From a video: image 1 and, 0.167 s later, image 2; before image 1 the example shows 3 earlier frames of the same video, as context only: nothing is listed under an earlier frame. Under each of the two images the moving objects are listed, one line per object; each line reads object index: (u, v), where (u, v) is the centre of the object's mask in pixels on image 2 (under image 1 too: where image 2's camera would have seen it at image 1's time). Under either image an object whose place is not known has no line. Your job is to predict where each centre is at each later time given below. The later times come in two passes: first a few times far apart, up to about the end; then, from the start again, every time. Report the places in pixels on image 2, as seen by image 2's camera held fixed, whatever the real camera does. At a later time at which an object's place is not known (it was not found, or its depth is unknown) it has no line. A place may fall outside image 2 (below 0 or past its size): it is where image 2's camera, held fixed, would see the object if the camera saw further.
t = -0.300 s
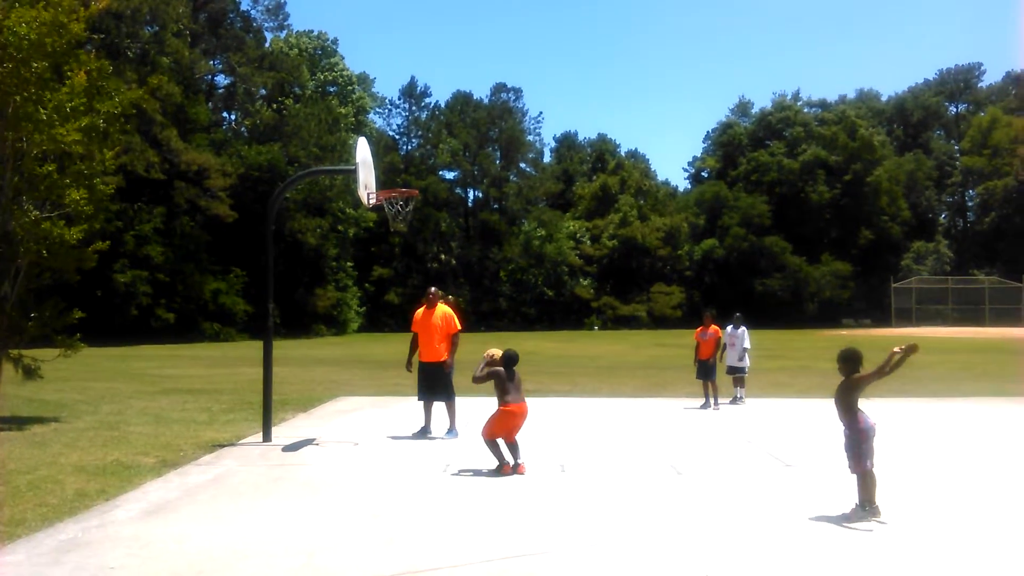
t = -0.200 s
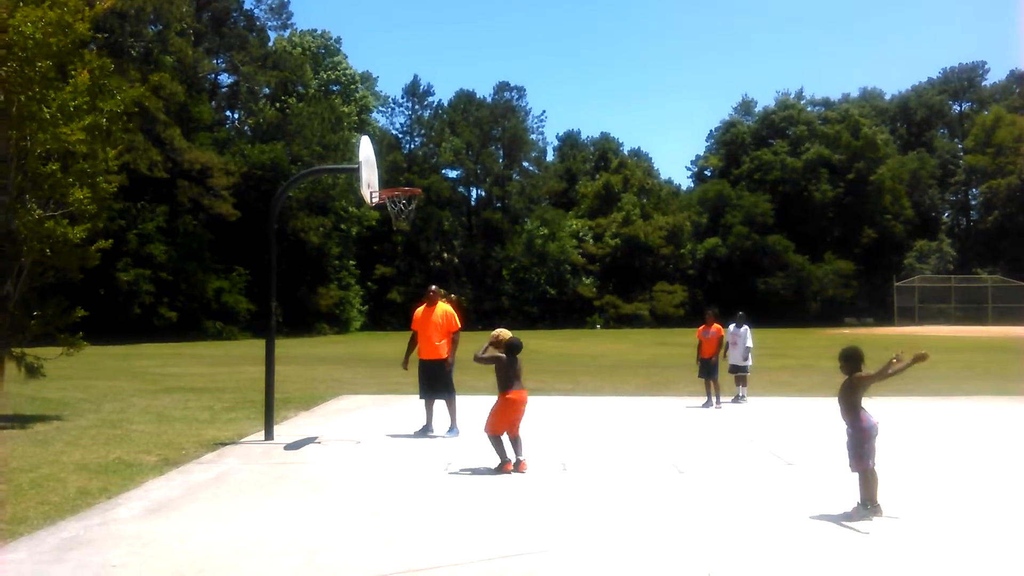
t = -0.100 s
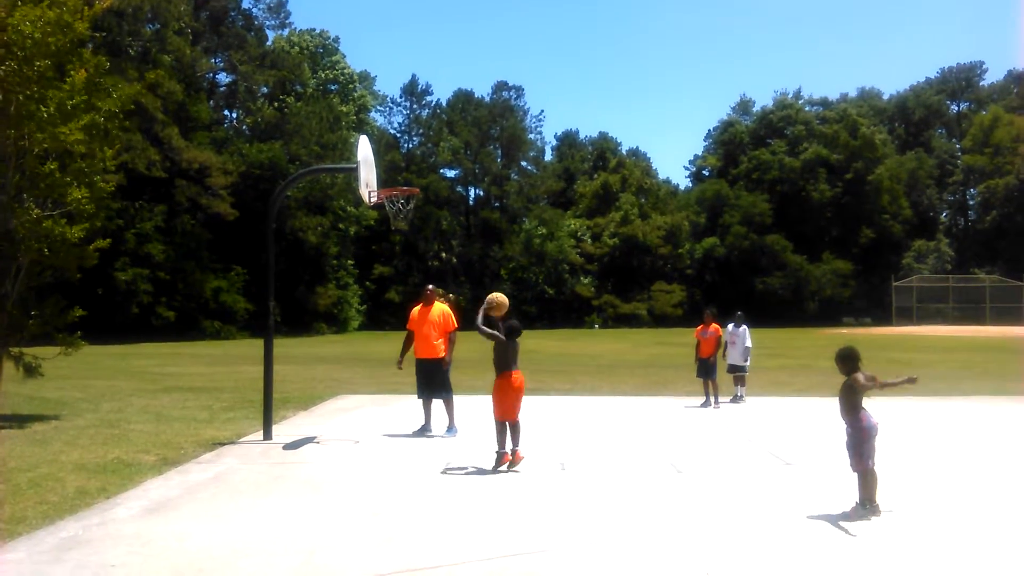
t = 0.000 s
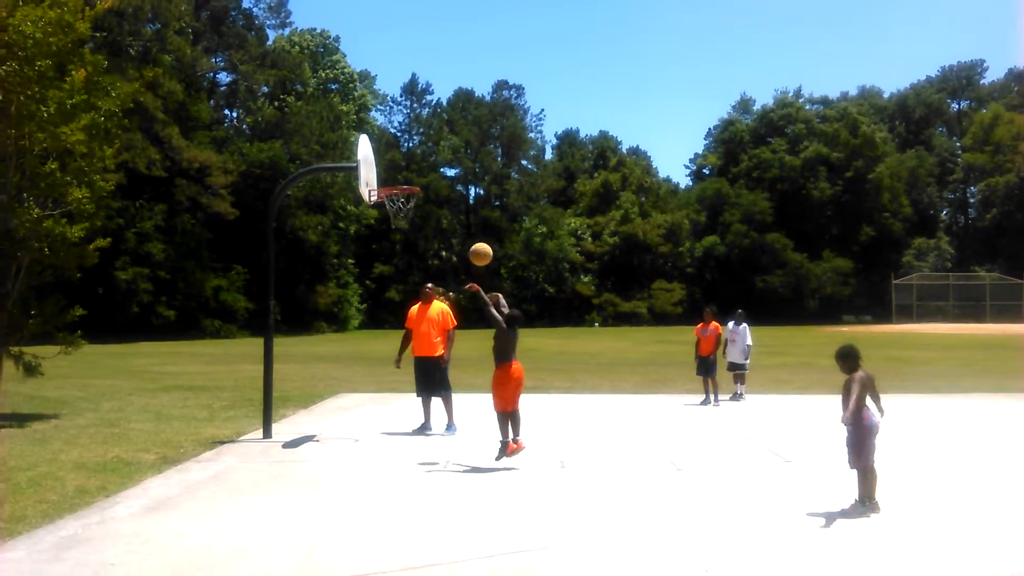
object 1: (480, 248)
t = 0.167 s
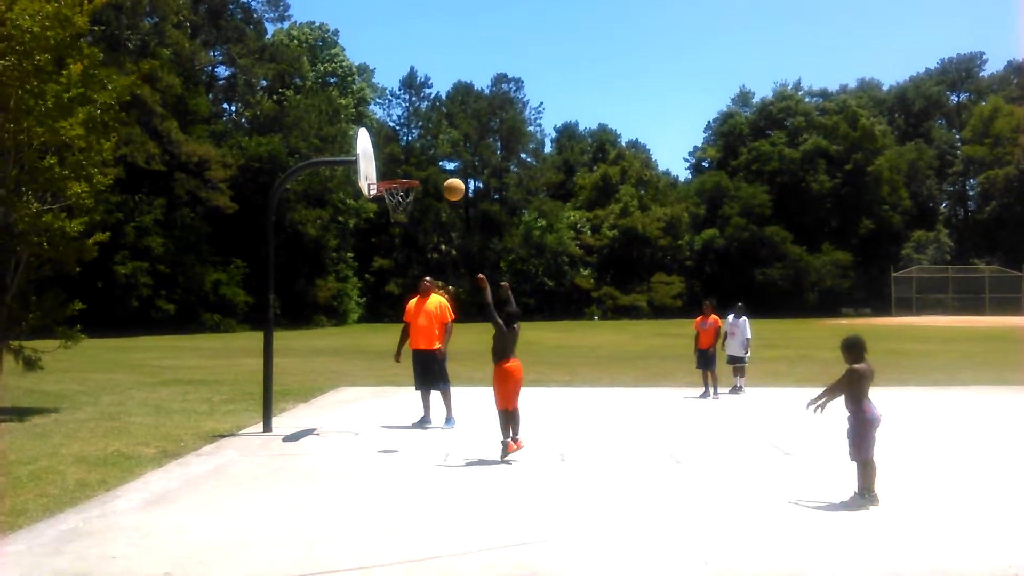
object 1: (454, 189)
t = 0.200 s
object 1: (449, 181)
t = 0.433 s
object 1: (415, 150)
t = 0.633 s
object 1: (390, 160)
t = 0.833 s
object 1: (378, 162)
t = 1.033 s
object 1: (386, 162)
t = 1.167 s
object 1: (391, 176)
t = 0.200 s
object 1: (449, 181)
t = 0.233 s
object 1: (443, 173)
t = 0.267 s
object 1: (438, 167)
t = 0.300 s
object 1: (434, 162)
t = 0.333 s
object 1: (430, 157)
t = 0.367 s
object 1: (425, 154)
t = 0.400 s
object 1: (420, 152)
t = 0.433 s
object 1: (415, 150)
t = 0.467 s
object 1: (411, 150)
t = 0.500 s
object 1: (407, 150)
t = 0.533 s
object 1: (403, 151)
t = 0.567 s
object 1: (399, 153)
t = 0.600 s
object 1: (395, 156)
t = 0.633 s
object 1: (390, 160)
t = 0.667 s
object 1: (387, 164)
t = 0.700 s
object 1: (383, 170)
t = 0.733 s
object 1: (380, 173)
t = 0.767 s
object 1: (379, 169)
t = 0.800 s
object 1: (379, 165)
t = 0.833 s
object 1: (378, 162)
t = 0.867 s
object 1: (380, 160)
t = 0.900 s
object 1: (381, 158)
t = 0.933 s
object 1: (382, 158)
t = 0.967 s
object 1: (383, 158)
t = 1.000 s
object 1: (385, 160)
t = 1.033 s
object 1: (386, 162)
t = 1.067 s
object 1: (387, 165)
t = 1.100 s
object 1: (388, 170)
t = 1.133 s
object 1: (390, 173)
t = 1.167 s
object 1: (391, 176)
